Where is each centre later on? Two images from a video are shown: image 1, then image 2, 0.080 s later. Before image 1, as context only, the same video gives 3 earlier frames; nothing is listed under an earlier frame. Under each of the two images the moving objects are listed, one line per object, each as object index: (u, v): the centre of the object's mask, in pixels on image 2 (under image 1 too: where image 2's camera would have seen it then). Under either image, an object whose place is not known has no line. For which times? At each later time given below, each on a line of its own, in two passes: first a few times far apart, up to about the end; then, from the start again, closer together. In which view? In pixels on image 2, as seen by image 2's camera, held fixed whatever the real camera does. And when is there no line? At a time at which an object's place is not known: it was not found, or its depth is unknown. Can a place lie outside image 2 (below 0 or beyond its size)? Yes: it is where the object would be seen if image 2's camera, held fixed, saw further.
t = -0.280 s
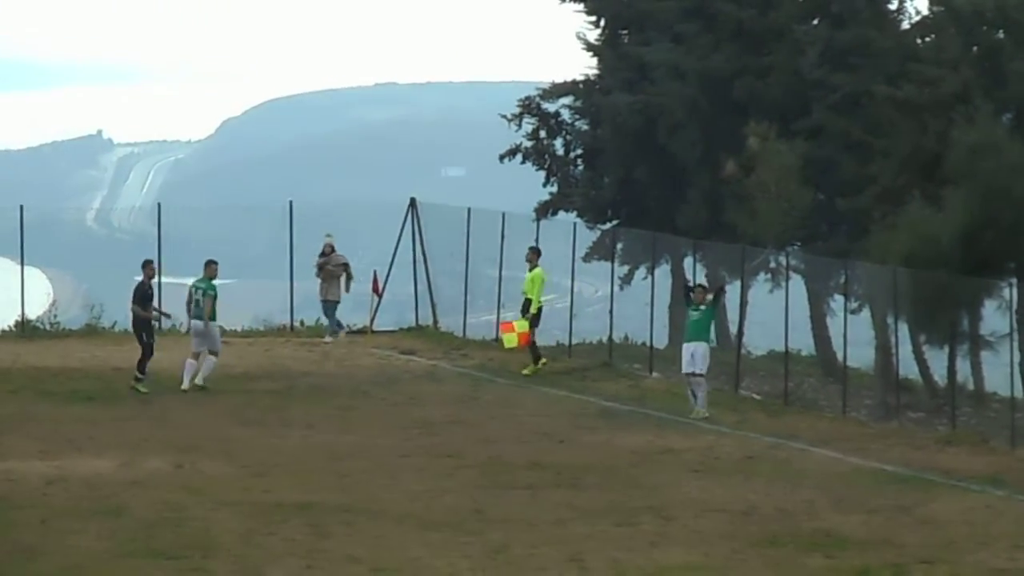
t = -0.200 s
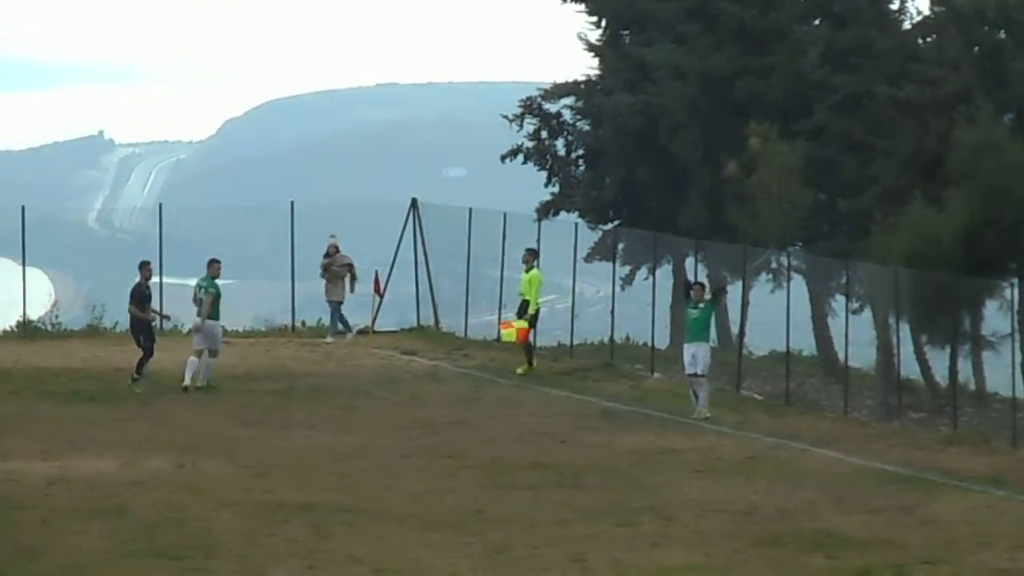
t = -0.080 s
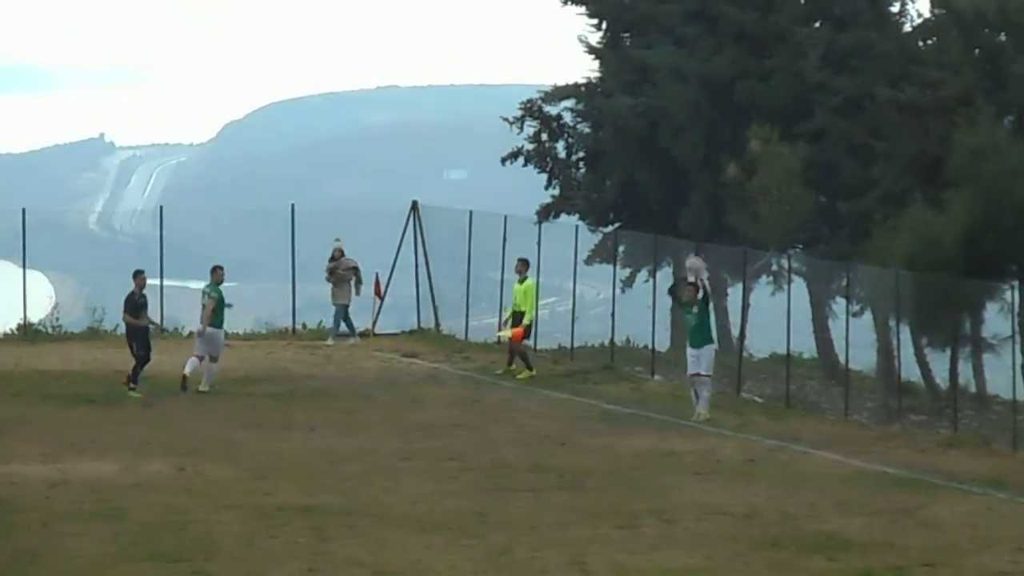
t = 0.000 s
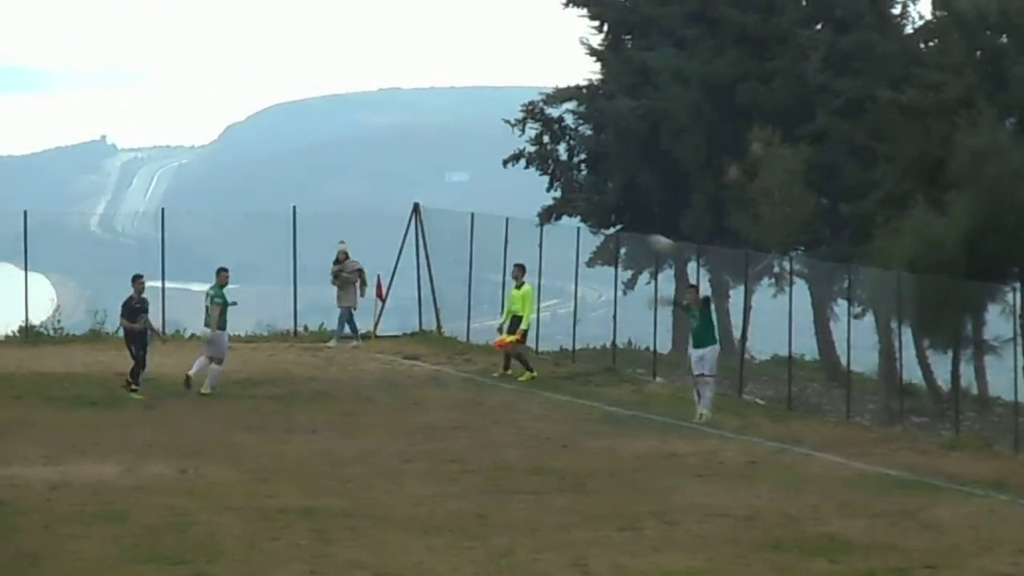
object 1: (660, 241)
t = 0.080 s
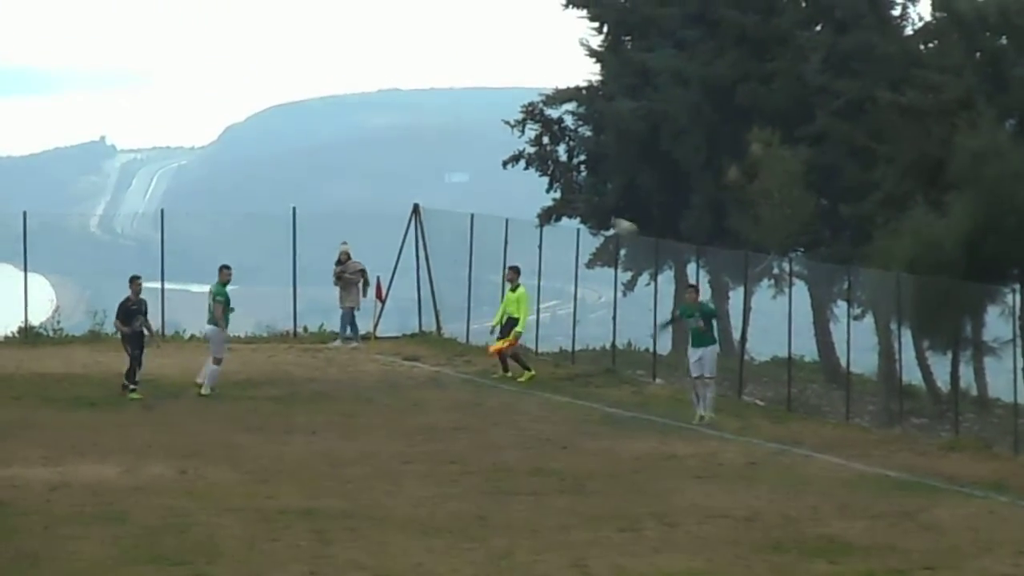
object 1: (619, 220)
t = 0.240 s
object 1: (549, 207)
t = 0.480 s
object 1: (429, 218)
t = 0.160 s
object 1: (585, 211)
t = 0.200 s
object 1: (564, 207)
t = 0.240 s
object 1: (549, 207)
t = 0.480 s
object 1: (429, 218)
